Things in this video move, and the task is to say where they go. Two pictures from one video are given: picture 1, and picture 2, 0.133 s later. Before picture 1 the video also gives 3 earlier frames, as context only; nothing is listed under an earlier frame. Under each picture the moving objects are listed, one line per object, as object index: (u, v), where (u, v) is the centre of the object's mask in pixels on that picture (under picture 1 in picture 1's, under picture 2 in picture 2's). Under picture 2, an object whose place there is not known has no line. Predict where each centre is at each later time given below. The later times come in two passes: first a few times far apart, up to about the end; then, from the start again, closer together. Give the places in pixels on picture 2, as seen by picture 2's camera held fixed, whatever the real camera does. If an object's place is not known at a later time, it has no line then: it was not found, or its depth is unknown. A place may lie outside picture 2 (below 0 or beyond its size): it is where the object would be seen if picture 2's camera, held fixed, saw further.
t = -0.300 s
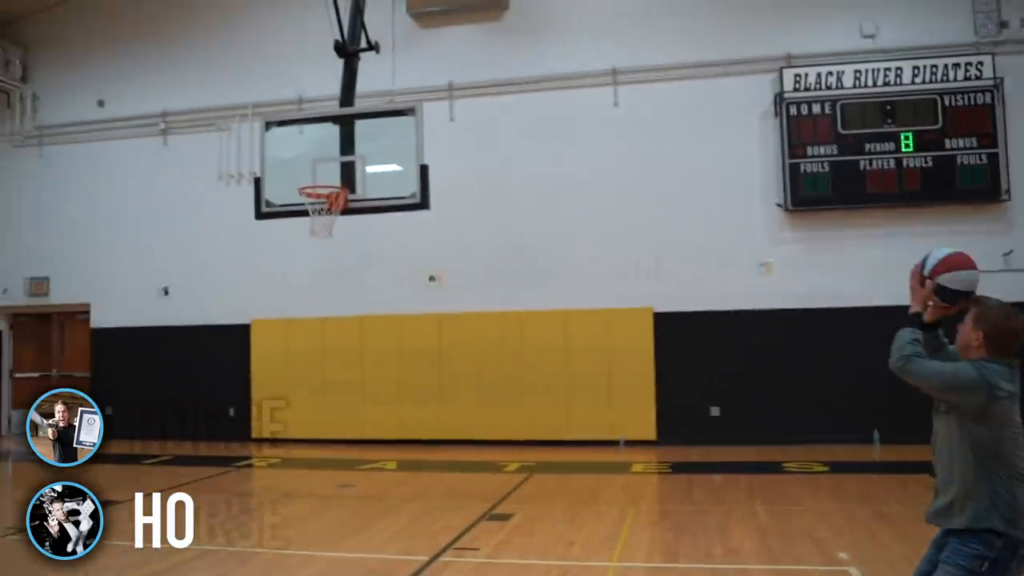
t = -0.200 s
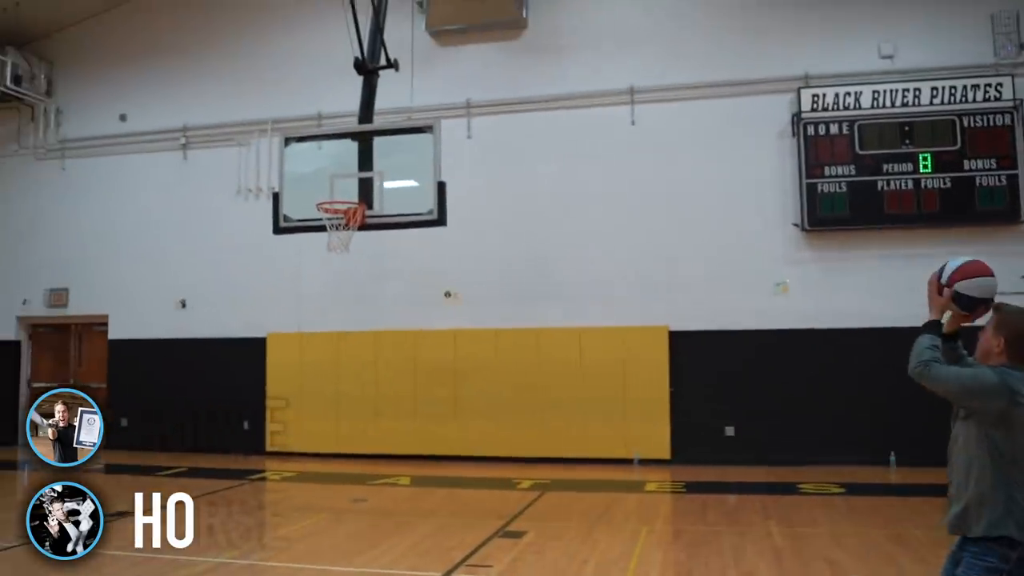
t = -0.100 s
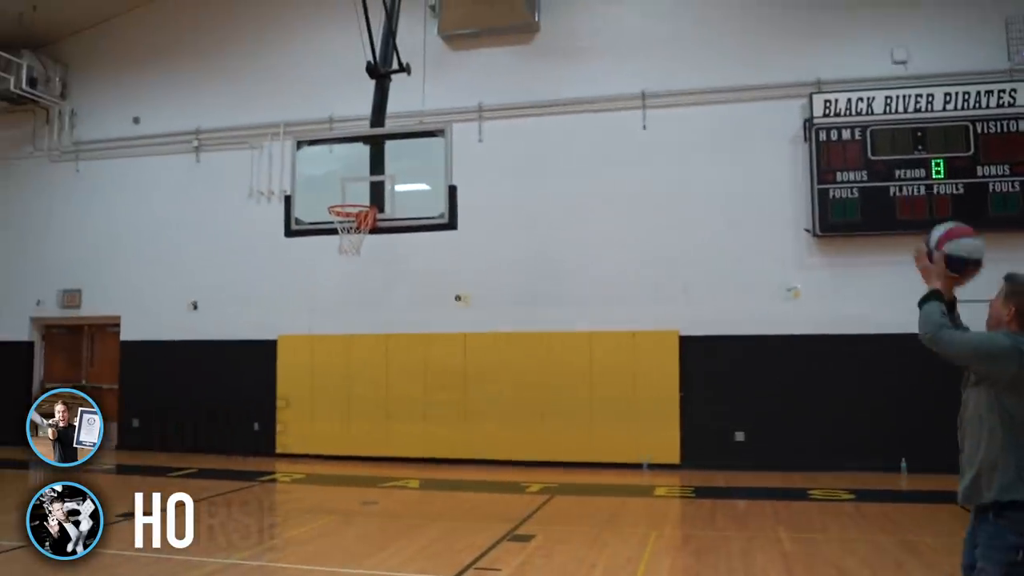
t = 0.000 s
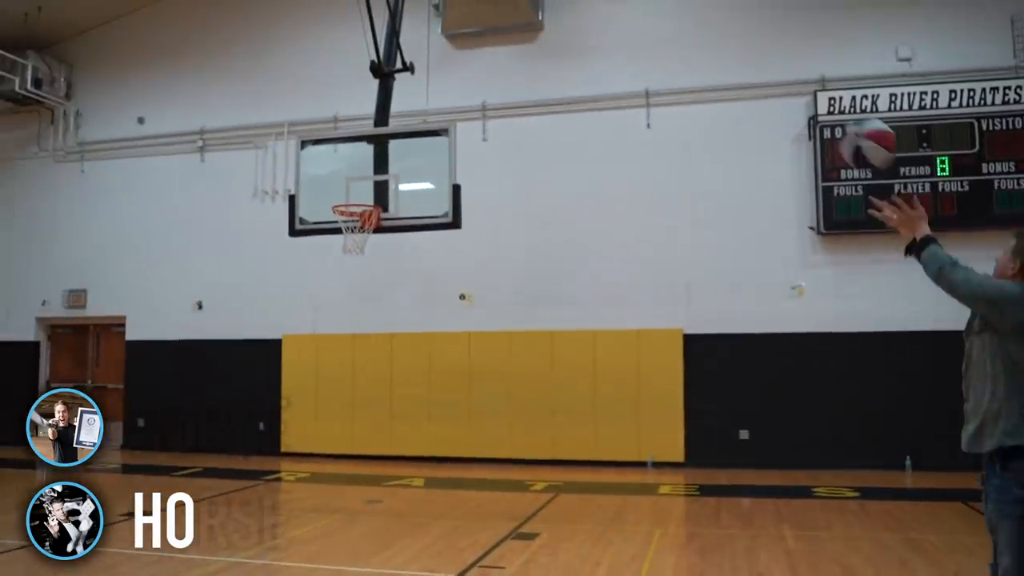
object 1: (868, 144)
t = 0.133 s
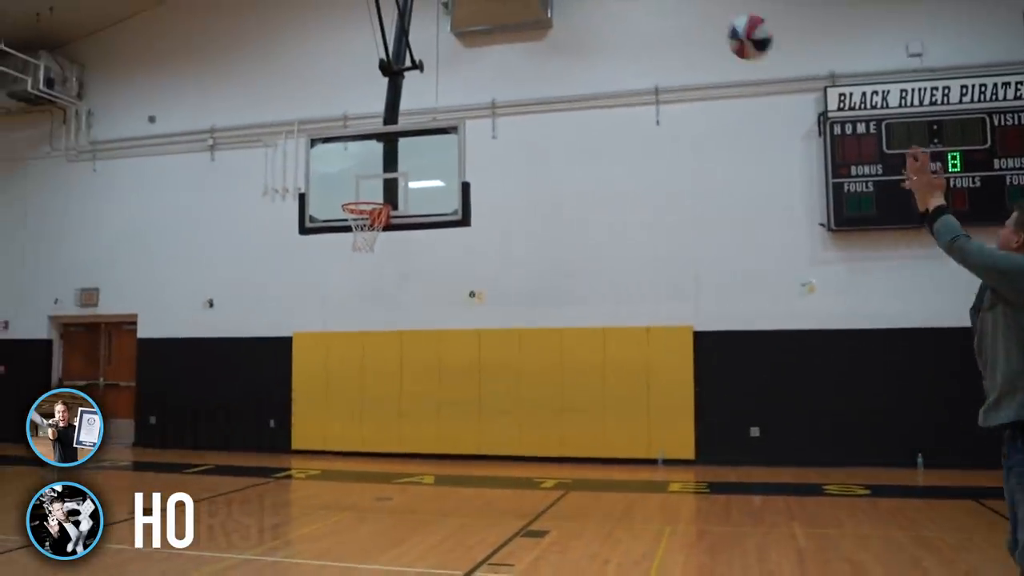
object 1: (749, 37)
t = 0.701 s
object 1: (470, 19)
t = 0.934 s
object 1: (404, 111)
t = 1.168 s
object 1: (354, 228)
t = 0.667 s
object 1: (479, 12)
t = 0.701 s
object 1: (470, 19)
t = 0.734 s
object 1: (457, 34)
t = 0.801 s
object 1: (438, 58)
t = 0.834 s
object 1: (430, 70)
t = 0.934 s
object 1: (404, 111)
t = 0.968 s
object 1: (396, 126)
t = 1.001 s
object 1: (389, 143)
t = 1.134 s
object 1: (360, 218)
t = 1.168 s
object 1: (354, 228)
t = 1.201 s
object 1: (356, 225)
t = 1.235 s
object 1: (356, 224)
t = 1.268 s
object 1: (356, 227)
